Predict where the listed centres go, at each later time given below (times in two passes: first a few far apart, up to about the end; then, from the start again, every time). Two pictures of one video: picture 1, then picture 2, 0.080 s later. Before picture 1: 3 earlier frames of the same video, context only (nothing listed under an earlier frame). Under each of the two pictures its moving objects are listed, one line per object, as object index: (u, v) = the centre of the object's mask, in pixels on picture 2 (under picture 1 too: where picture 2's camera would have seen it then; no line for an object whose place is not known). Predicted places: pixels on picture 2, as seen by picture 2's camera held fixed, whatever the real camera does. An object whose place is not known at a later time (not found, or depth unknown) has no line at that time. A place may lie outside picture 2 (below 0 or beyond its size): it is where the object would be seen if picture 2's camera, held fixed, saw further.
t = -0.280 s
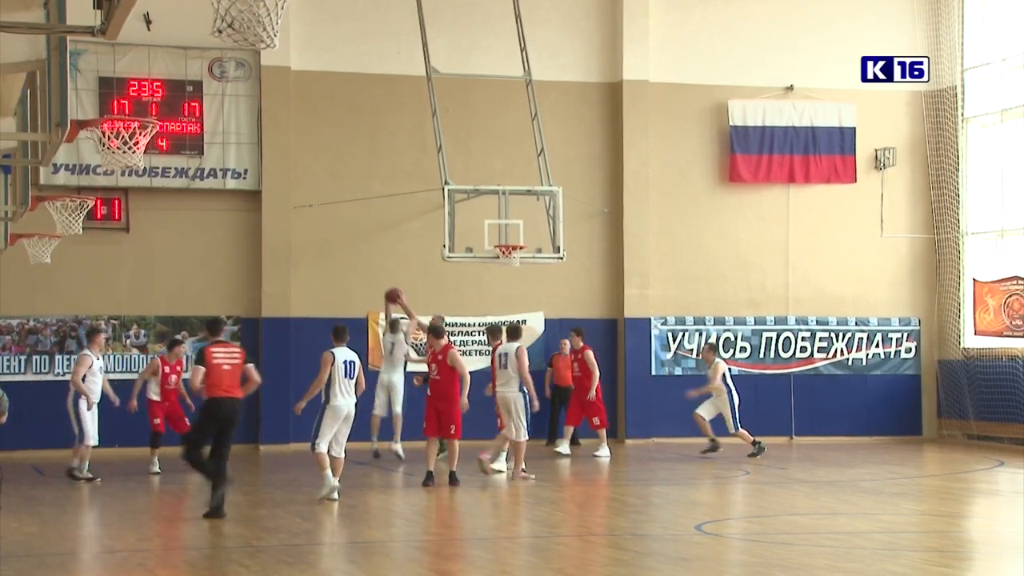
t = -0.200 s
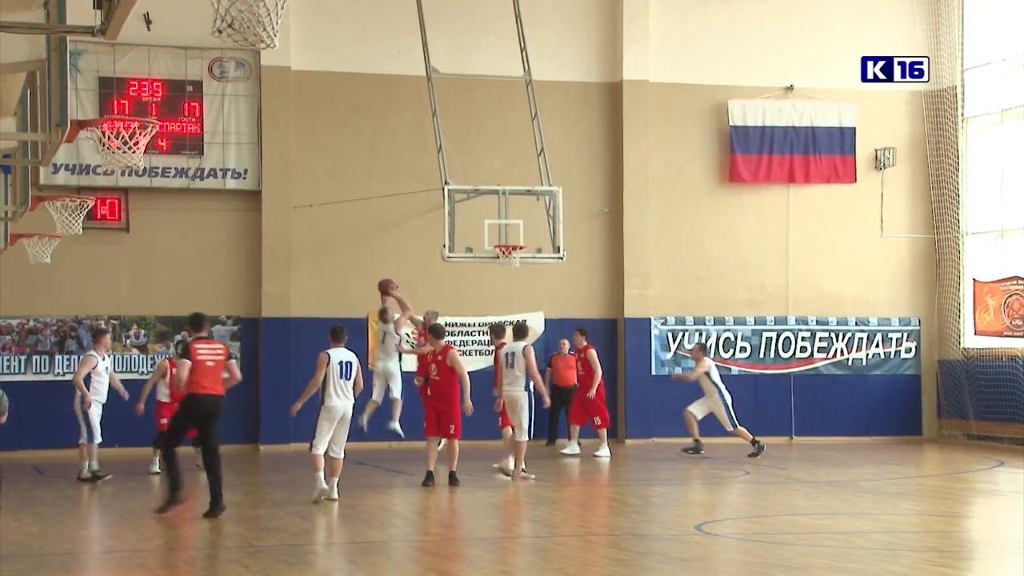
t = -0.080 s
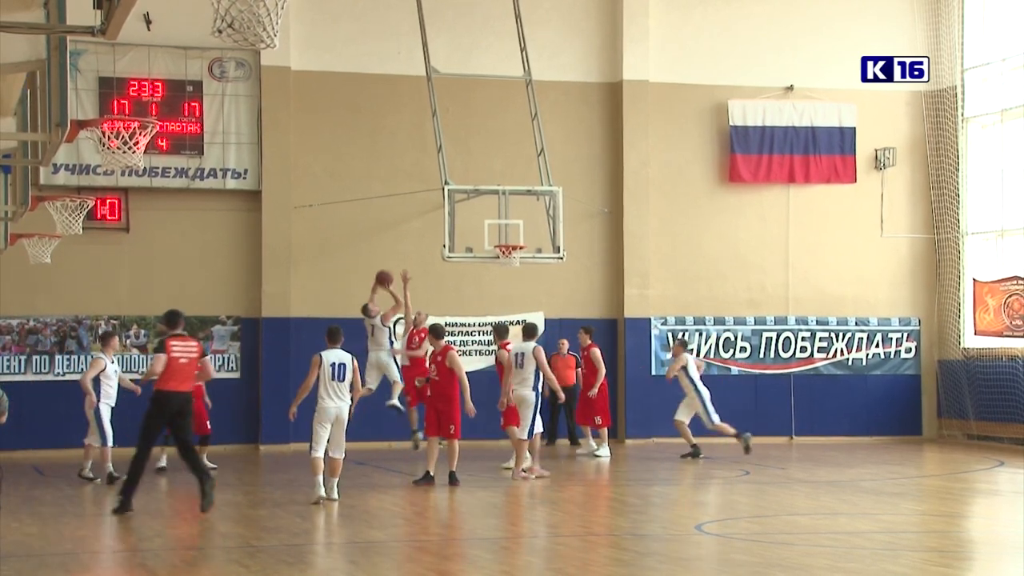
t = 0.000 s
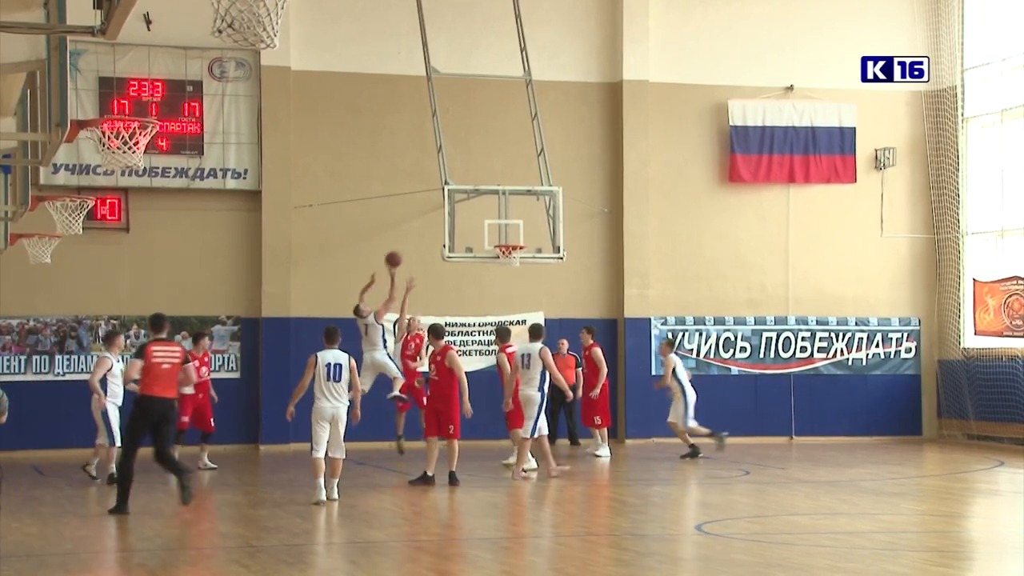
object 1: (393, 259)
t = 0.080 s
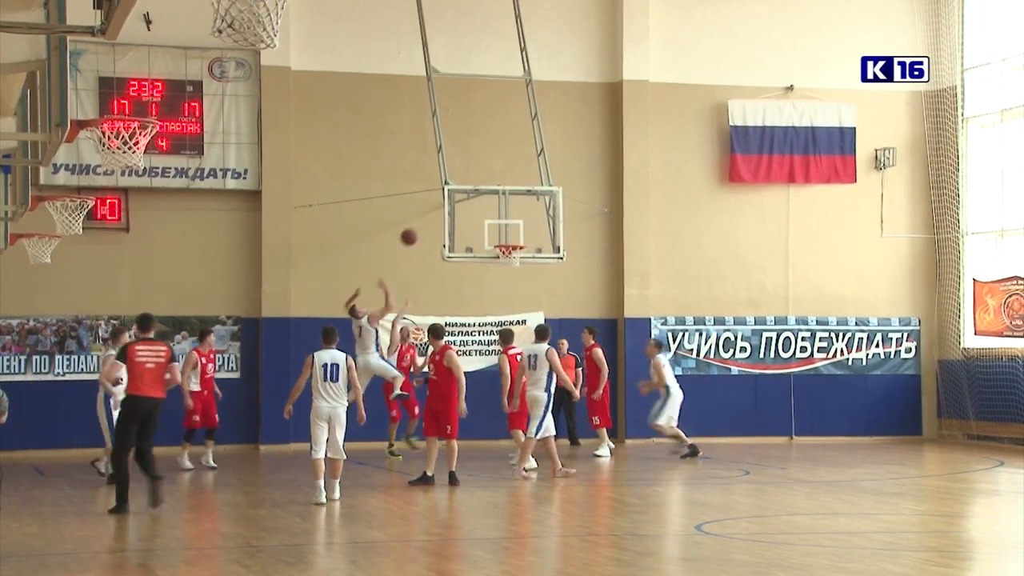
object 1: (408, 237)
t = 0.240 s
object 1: (437, 206)
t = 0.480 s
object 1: (480, 192)
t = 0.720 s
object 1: (519, 215)
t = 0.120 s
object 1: (417, 227)
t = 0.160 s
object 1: (423, 219)
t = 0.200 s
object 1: (431, 212)
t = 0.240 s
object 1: (437, 206)
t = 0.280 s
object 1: (445, 201)
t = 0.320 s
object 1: (453, 197)
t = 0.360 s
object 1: (460, 194)
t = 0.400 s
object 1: (467, 192)
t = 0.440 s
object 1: (474, 191)
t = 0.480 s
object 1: (480, 192)
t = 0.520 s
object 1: (487, 193)
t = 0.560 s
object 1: (494, 196)
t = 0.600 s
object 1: (500, 199)
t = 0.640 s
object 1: (506, 203)
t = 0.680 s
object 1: (513, 209)
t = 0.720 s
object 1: (519, 215)
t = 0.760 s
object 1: (526, 222)
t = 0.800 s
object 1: (532, 230)
